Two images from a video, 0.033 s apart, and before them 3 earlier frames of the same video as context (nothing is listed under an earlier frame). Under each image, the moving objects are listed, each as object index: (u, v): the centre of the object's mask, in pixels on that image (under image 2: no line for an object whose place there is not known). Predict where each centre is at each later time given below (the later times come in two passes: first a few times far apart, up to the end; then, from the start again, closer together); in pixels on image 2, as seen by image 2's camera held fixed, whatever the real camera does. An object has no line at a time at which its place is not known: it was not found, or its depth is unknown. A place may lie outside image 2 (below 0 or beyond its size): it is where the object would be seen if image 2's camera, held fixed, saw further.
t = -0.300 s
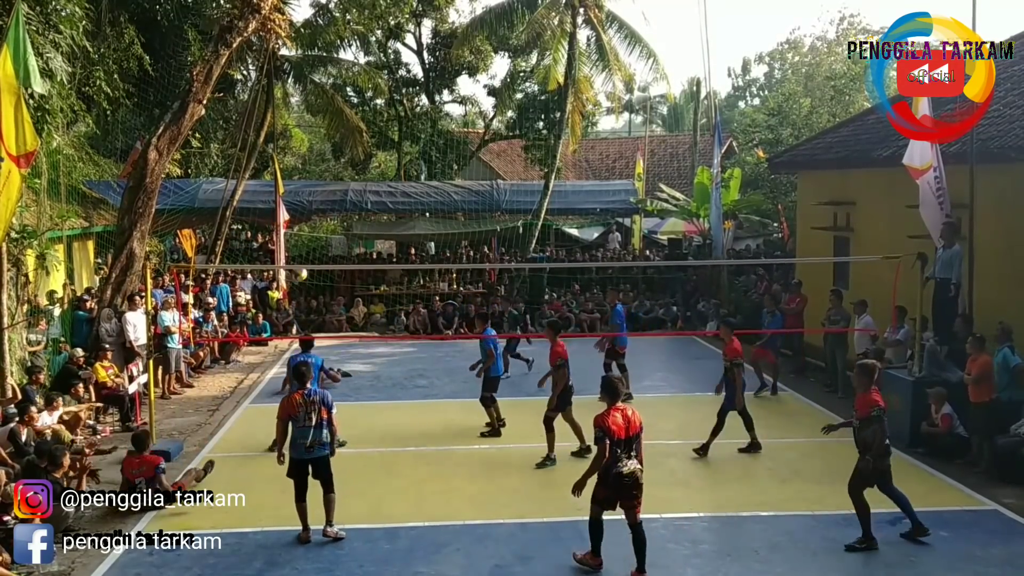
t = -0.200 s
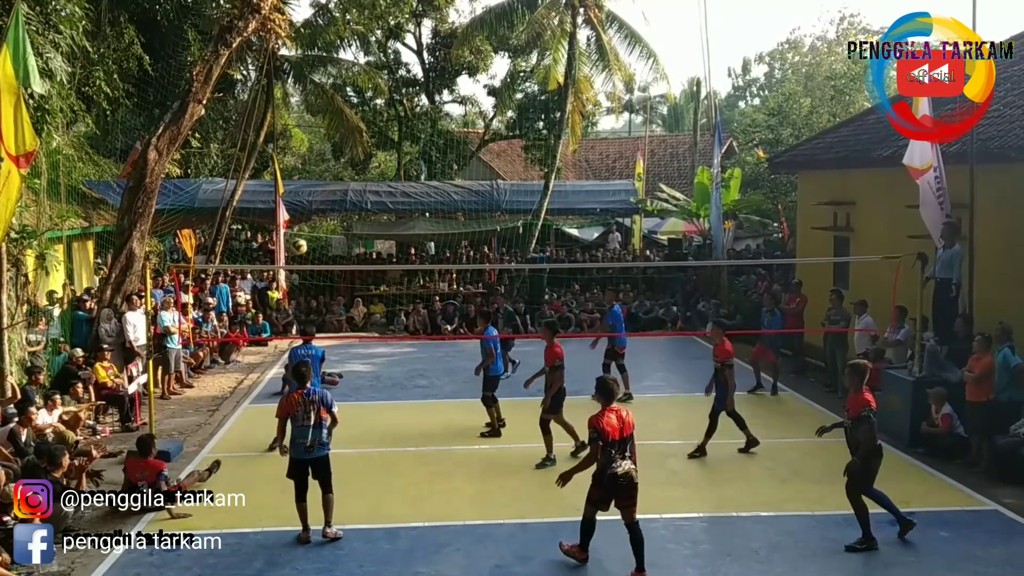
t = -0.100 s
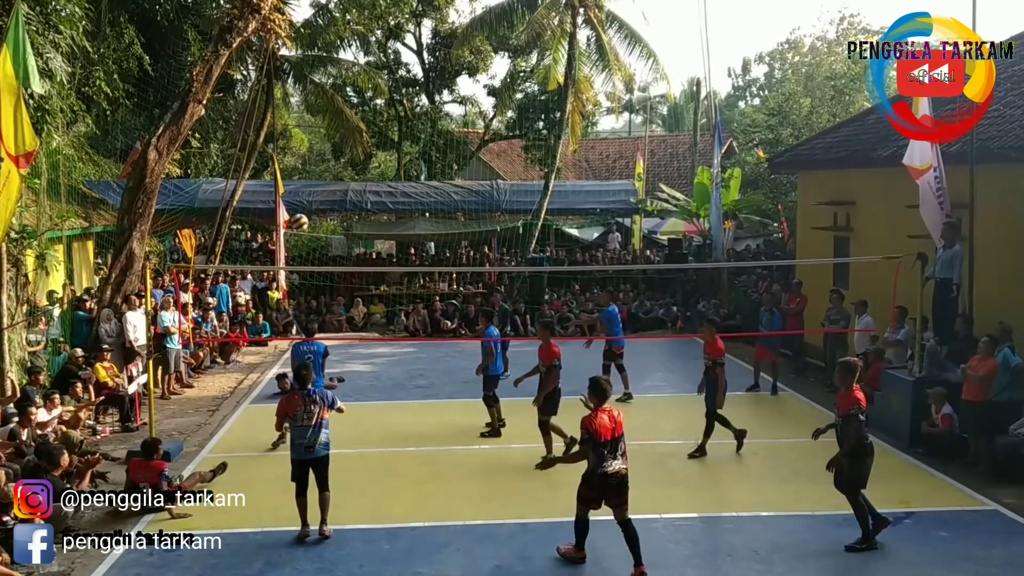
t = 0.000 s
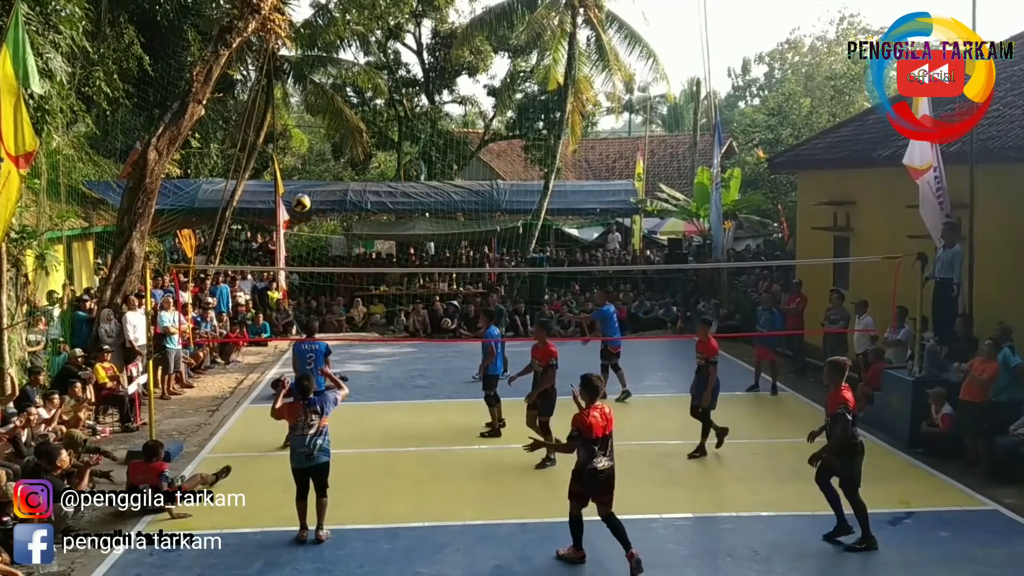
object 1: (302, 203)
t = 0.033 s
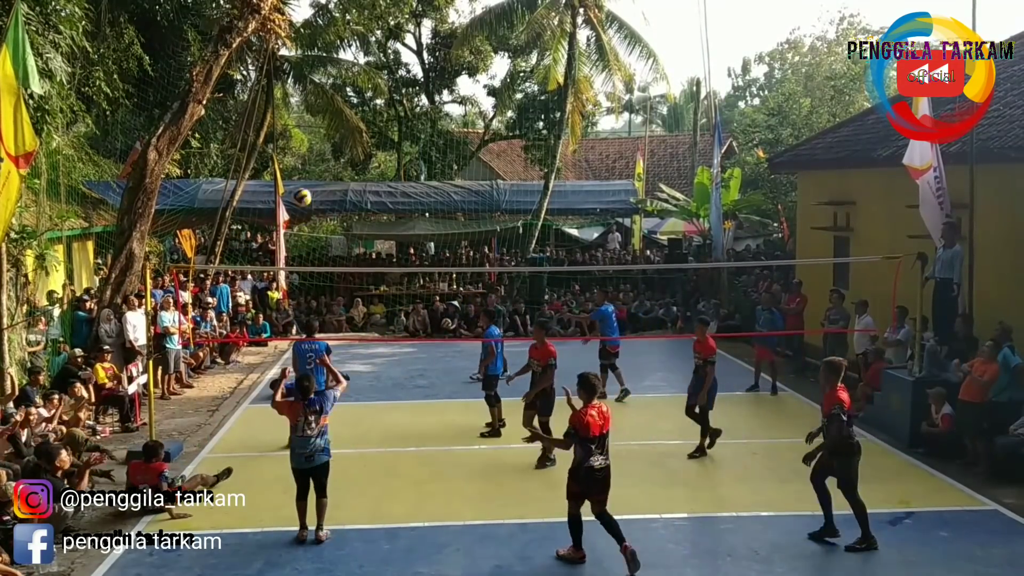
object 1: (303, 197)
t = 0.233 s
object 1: (310, 179)
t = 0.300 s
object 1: (315, 179)
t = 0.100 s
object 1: (305, 188)
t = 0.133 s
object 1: (305, 185)
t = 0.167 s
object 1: (307, 182)
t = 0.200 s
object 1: (309, 180)
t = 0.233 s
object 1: (310, 179)
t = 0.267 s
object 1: (313, 178)
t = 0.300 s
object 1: (315, 179)
